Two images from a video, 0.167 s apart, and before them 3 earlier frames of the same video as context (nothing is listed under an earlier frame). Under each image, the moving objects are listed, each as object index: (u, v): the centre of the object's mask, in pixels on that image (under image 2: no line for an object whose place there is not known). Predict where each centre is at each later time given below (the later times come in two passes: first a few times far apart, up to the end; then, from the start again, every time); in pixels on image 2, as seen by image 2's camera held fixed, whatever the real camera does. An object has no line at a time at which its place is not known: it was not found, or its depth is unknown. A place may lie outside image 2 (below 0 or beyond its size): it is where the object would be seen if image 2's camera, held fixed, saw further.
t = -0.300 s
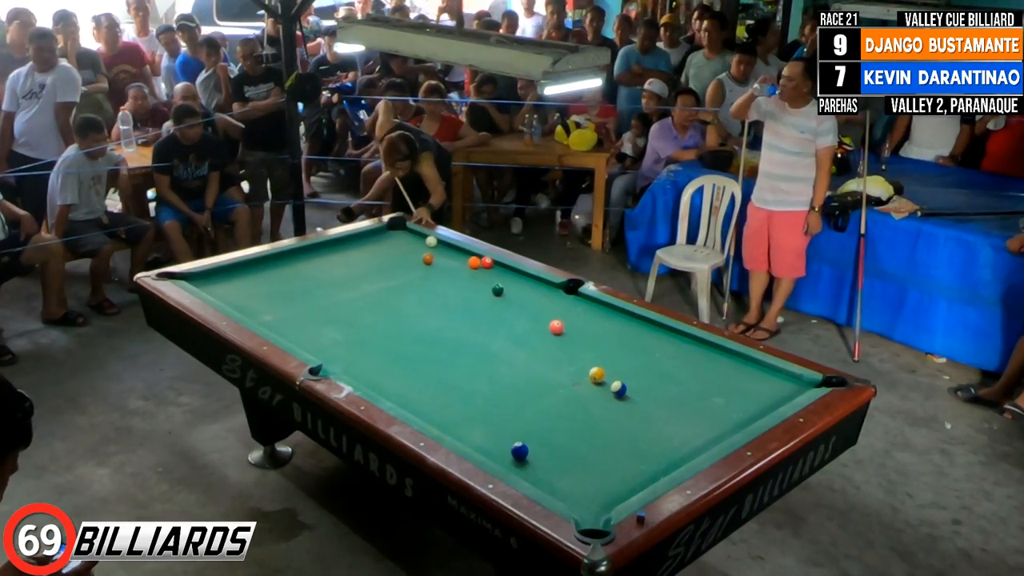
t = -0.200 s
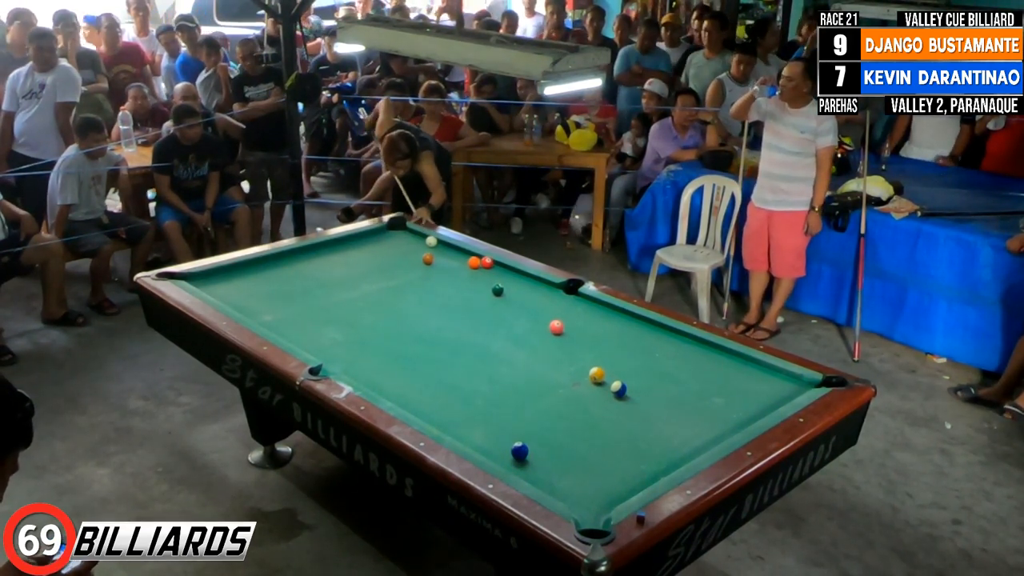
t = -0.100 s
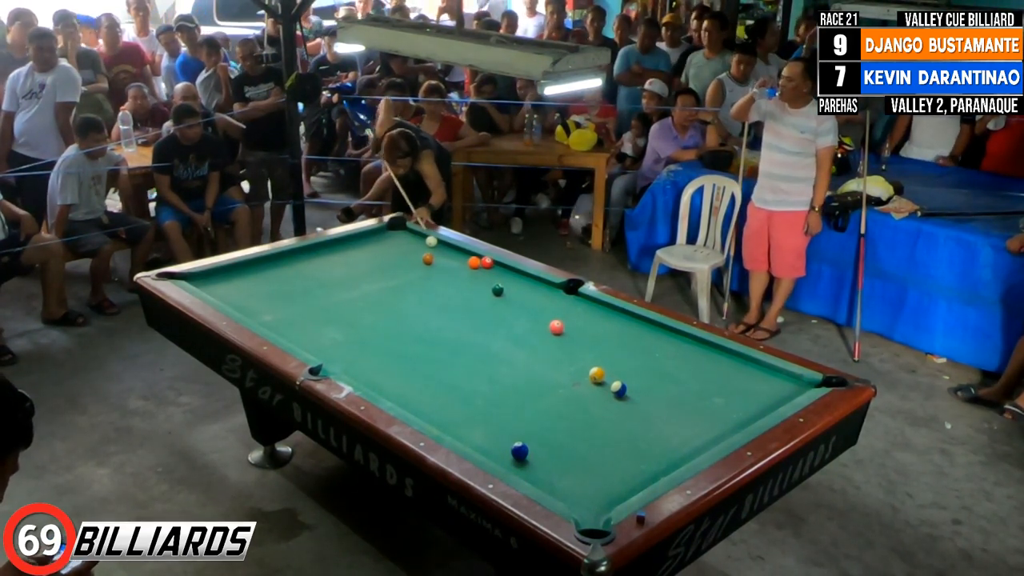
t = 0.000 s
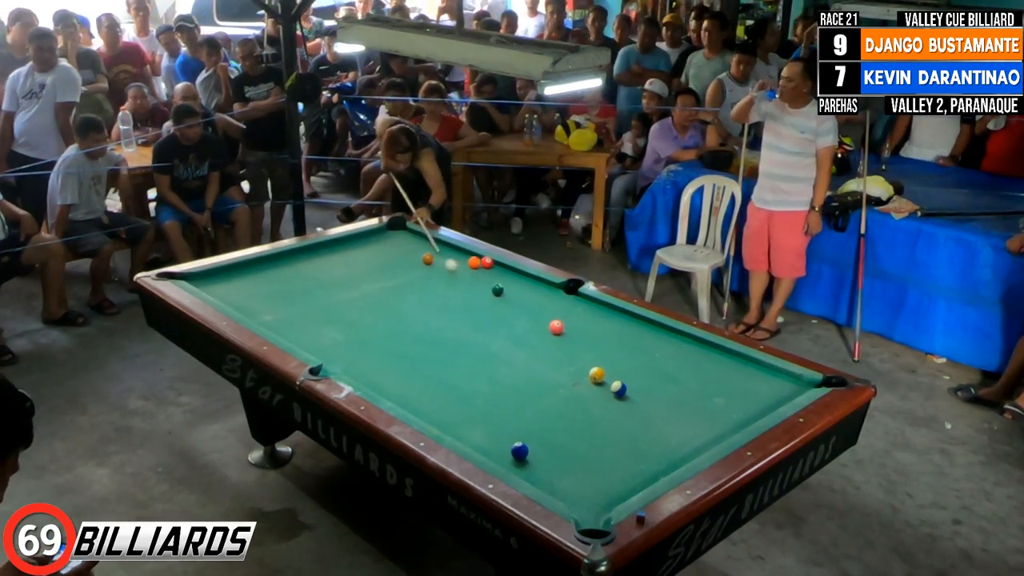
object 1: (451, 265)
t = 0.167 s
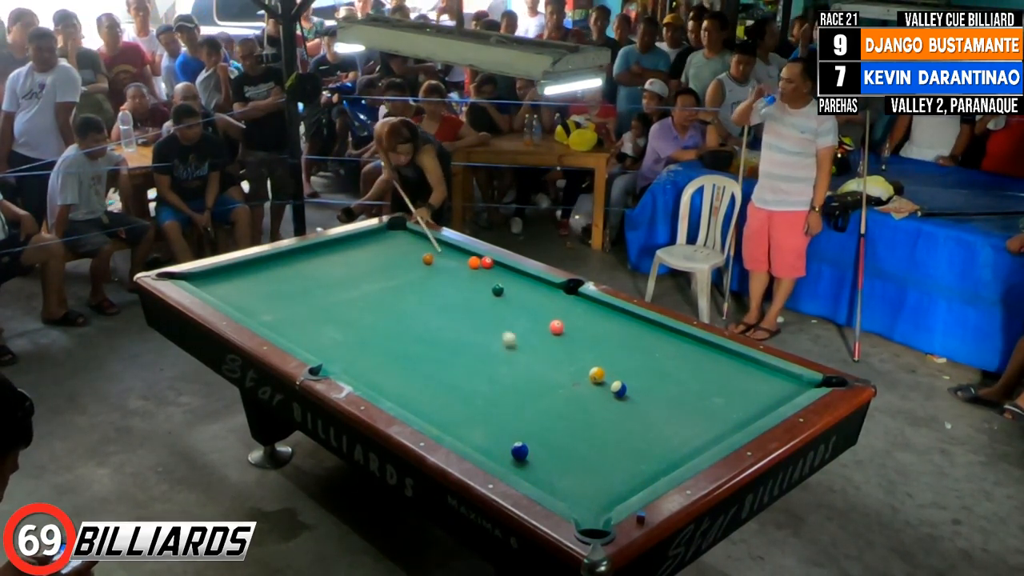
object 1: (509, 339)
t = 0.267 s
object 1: (553, 394)
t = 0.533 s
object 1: (531, 459)
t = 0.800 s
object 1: (504, 458)
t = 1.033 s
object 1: (498, 442)
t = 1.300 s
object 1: (492, 424)
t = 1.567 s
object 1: (487, 408)
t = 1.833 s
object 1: (483, 394)
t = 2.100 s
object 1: (479, 380)
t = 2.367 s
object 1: (476, 369)
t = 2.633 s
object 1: (473, 359)
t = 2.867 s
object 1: (471, 350)
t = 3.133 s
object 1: (468, 341)
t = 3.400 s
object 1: (467, 333)
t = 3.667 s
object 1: (466, 326)
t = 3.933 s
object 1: (465, 320)
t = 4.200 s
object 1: (464, 314)
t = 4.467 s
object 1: (463, 309)
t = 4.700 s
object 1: (463, 305)
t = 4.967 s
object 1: (462, 301)
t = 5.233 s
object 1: (462, 298)
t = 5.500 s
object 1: (462, 295)
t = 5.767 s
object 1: (462, 293)
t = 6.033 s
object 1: (462, 291)
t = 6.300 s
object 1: (462, 290)
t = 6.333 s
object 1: (462, 289)
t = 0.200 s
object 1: (523, 357)
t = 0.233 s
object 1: (537, 375)
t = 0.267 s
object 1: (553, 394)
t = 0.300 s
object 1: (570, 415)
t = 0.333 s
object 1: (588, 437)
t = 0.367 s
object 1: (608, 462)
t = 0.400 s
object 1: (628, 487)
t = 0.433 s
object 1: (608, 484)
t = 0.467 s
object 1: (575, 473)
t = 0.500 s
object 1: (546, 462)
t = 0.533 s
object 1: (531, 459)
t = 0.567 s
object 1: (527, 460)
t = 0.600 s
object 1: (522, 462)
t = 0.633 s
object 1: (517, 463)
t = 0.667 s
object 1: (513, 464)
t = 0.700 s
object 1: (507, 464)
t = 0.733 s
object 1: (505, 462)
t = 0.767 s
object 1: (505, 460)
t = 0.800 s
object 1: (504, 458)
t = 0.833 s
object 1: (503, 456)
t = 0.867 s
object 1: (502, 454)
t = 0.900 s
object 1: (501, 451)
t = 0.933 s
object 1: (501, 448)
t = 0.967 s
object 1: (500, 446)
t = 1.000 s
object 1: (499, 444)
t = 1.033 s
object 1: (498, 442)
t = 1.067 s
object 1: (497, 439)
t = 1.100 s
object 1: (497, 437)
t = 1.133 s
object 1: (496, 435)
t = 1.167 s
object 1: (495, 432)
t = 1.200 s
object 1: (495, 430)
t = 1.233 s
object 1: (494, 428)
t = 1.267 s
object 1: (493, 426)
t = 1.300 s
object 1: (492, 424)
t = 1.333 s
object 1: (492, 422)
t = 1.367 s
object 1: (491, 420)
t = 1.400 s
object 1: (490, 418)
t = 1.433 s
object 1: (490, 416)
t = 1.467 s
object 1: (489, 414)
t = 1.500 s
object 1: (489, 412)
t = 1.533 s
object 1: (488, 410)
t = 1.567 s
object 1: (487, 408)
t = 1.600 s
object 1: (486, 406)
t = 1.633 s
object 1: (486, 404)
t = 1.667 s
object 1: (486, 402)
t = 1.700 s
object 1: (485, 401)
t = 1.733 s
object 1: (484, 399)
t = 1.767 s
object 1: (484, 397)
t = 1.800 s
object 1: (483, 396)
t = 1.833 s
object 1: (483, 394)
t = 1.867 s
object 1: (482, 392)
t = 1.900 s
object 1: (482, 390)
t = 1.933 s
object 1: (482, 389)
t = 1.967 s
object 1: (481, 387)
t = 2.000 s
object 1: (480, 385)
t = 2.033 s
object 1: (480, 384)
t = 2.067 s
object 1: (479, 383)
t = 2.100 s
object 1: (479, 380)
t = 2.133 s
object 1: (478, 379)
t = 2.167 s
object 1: (478, 378)
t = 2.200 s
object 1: (478, 376)
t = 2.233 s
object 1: (477, 375)
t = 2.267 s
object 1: (477, 374)
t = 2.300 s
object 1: (477, 372)
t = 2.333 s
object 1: (476, 371)
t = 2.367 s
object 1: (476, 369)
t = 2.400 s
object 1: (475, 368)
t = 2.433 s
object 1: (475, 367)
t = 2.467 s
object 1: (475, 365)
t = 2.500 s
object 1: (474, 364)
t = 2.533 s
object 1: (474, 363)
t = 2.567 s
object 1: (473, 361)
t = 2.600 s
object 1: (473, 360)
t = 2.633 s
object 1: (473, 359)
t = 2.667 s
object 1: (473, 358)
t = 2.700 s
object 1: (472, 356)
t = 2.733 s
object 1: (472, 355)
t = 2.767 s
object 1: (471, 354)
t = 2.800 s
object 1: (471, 352)
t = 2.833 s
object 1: (471, 351)
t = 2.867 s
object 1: (471, 350)
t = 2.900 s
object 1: (470, 349)
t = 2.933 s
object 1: (470, 348)
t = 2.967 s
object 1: (470, 347)
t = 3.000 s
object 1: (470, 346)
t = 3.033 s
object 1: (469, 345)
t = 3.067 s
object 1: (469, 344)
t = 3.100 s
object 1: (469, 342)
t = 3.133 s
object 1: (468, 341)
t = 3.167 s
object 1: (468, 340)
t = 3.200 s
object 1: (468, 339)
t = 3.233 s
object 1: (468, 338)
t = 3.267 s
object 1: (468, 337)
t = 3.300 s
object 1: (467, 337)
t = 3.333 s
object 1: (467, 335)
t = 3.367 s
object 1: (467, 334)
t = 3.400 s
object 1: (467, 333)
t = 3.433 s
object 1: (467, 333)
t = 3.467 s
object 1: (467, 332)
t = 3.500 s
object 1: (466, 331)
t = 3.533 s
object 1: (466, 330)
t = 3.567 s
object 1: (466, 329)
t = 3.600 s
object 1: (466, 328)
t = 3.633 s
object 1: (466, 327)
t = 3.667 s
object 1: (466, 326)
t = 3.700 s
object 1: (466, 325)
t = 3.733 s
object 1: (465, 325)
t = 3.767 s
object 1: (465, 324)
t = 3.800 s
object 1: (465, 323)
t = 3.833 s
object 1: (465, 322)
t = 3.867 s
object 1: (465, 321)
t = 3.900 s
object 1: (465, 321)
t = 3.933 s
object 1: (465, 320)
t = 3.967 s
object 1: (465, 319)
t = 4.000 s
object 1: (465, 318)
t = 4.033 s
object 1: (465, 318)
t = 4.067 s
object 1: (464, 317)
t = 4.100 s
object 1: (464, 317)
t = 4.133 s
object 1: (464, 316)
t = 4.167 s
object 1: (464, 315)
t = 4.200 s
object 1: (464, 314)
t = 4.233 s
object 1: (464, 313)
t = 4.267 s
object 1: (464, 313)
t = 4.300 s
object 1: (464, 312)
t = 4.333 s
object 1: (464, 312)
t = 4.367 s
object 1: (464, 311)
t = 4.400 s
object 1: (463, 310)
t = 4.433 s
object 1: (463, 310)
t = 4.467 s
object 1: (463, 309)
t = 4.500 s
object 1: (463, 309)
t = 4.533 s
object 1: (463, 308)
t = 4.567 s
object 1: (463, 307)
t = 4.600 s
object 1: (463, 307)
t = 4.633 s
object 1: (463, 306)
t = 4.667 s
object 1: (463, 306)
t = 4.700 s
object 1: (463, 305)
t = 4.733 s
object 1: (463, 304)
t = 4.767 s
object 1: (463, 304)
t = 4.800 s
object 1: (463, 304)
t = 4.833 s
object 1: (463, 303)
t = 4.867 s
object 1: (462, 303)
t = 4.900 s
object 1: (462, 302)
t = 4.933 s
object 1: (462, 302)
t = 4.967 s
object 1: (462, 301)
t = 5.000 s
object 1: (462, 301)
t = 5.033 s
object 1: (462, 300)
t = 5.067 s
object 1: (462, 300)
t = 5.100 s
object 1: (462, 300)
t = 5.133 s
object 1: (462, 299)
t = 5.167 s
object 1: (462, 299)
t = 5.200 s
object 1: (462, 298)
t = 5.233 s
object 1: (462, 298)
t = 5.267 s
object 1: (462, 297)
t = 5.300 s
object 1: (462, 297)
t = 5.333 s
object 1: (462, 297)
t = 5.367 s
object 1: (462, 296)
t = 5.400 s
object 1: (462, 296)
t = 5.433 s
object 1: (462, 296)
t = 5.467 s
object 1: (462, 295)
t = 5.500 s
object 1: (462, 295)
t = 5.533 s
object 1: (462, 295)
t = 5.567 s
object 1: (462, 294)
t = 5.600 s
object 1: (462, 294)
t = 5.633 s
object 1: (462, 294)
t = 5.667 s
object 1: (462, 293)
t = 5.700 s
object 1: (462, 293)
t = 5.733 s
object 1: (462, 293)
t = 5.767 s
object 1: (462, 293)
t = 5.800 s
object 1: (462, 292)
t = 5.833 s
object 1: (462, 292)
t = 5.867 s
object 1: (462, 292)
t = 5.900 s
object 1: (462, 292)
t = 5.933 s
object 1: (462, 291)
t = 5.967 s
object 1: (462, 291)
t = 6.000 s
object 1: (462, 291)
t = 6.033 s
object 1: (462, 291)
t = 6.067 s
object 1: (462, 291)
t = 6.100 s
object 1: (462, 291)
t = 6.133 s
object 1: (462, 290)
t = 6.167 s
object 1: (462, 290)
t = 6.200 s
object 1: (462, 290)
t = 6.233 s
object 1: (462, 290)
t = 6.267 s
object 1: (462, 290)
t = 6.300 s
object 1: (462, 290)
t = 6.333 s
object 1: (462, 289)
